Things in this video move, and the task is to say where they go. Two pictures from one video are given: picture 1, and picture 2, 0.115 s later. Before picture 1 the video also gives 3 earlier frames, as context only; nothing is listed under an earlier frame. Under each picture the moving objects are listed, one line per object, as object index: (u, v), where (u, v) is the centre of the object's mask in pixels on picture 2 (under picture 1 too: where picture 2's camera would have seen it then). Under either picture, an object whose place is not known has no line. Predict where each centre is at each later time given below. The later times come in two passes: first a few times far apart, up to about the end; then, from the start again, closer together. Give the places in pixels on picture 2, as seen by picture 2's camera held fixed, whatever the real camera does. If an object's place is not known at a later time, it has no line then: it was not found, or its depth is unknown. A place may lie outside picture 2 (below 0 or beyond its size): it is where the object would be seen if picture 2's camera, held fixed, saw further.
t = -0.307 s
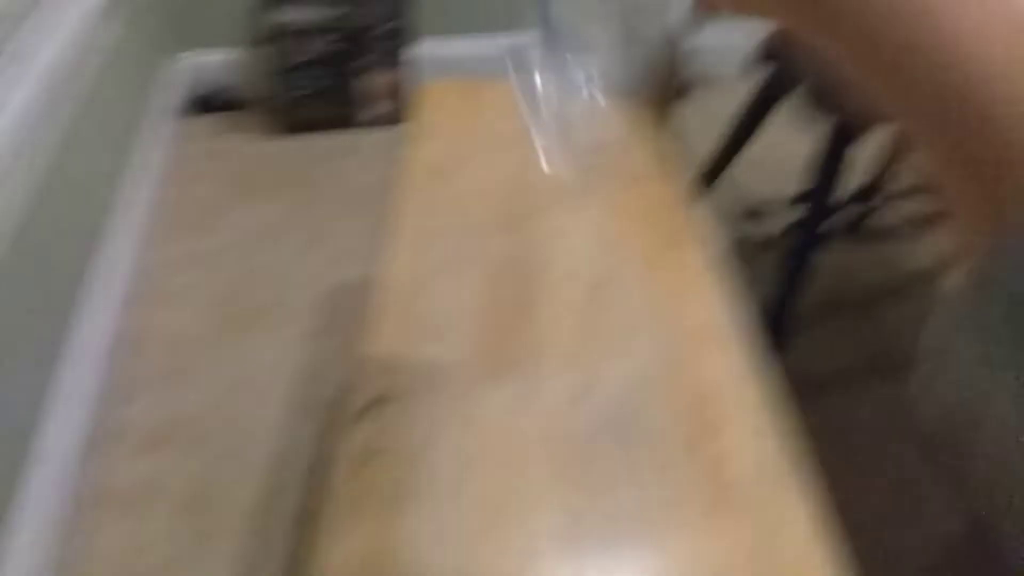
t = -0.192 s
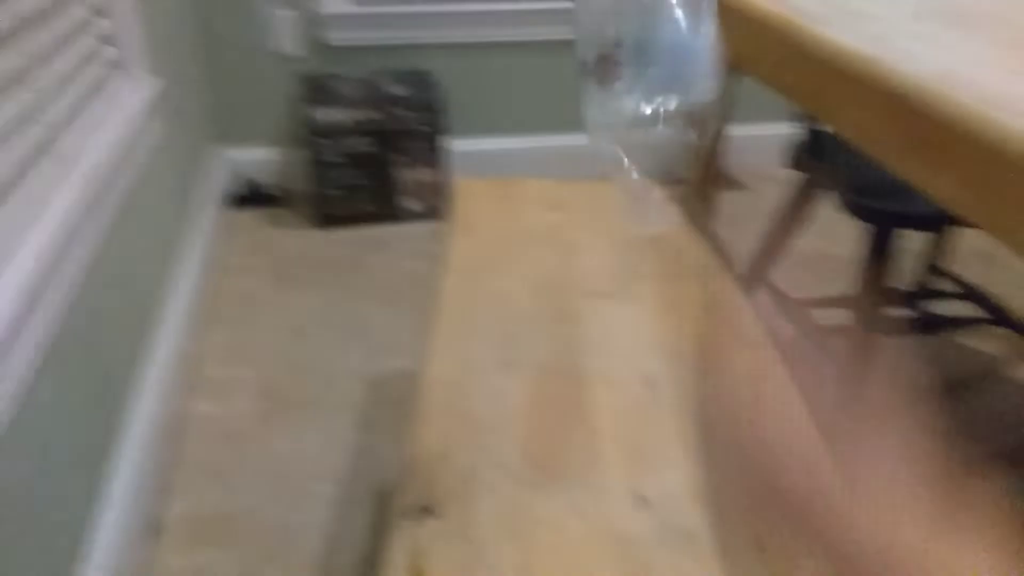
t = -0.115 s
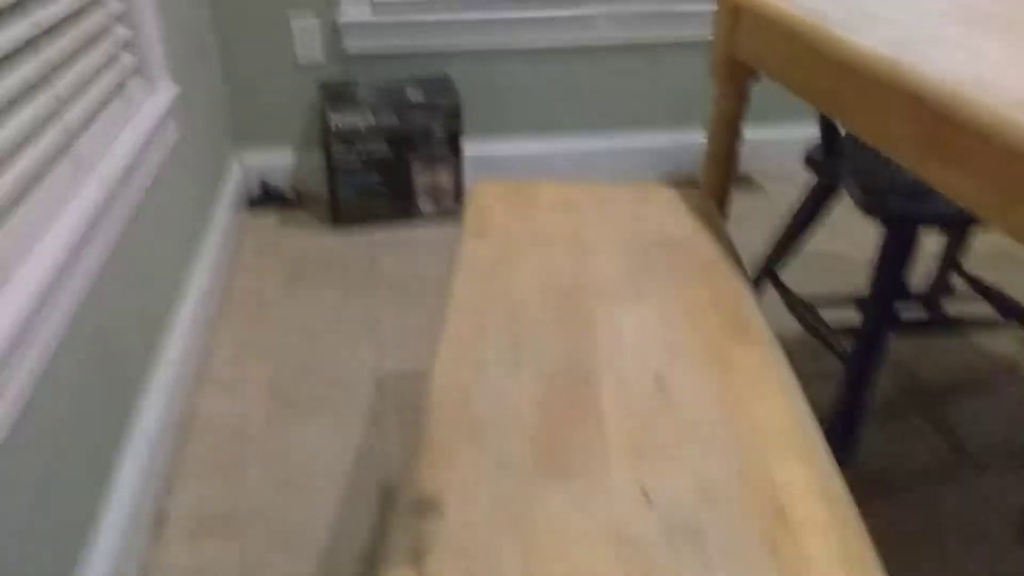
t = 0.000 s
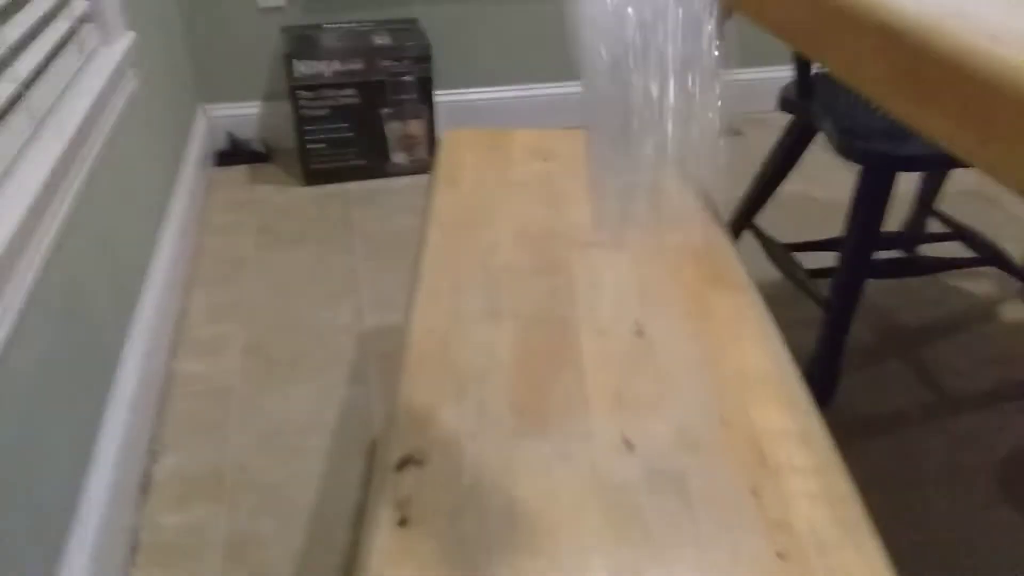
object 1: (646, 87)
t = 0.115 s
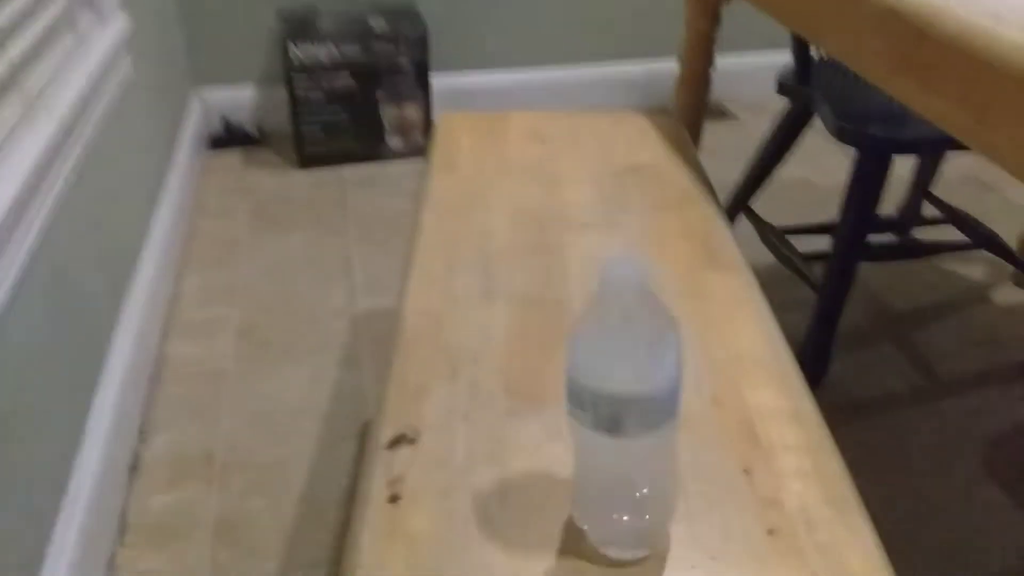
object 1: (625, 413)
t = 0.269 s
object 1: (638, 422)
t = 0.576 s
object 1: (637, 422)
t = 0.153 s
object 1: (635, 416)
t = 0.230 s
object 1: (640, 419)
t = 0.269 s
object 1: (638, 422)
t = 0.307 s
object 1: (638, 422)
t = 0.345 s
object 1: (638, 422)
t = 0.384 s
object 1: (638, 422)
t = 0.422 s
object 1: (638, 422)
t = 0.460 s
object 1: (638, 422)
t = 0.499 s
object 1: (637, 422)
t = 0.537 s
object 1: (637, 421)
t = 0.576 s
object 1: (637, 422)
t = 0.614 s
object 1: (637, 421)
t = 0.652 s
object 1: (637, 422)
